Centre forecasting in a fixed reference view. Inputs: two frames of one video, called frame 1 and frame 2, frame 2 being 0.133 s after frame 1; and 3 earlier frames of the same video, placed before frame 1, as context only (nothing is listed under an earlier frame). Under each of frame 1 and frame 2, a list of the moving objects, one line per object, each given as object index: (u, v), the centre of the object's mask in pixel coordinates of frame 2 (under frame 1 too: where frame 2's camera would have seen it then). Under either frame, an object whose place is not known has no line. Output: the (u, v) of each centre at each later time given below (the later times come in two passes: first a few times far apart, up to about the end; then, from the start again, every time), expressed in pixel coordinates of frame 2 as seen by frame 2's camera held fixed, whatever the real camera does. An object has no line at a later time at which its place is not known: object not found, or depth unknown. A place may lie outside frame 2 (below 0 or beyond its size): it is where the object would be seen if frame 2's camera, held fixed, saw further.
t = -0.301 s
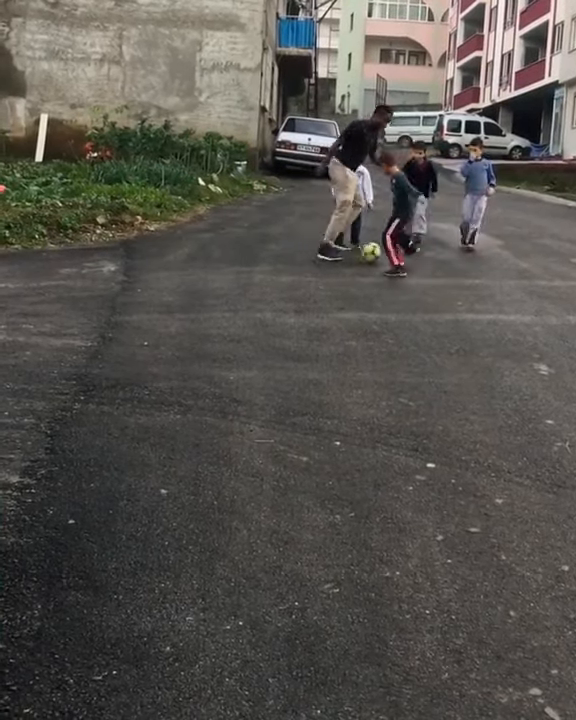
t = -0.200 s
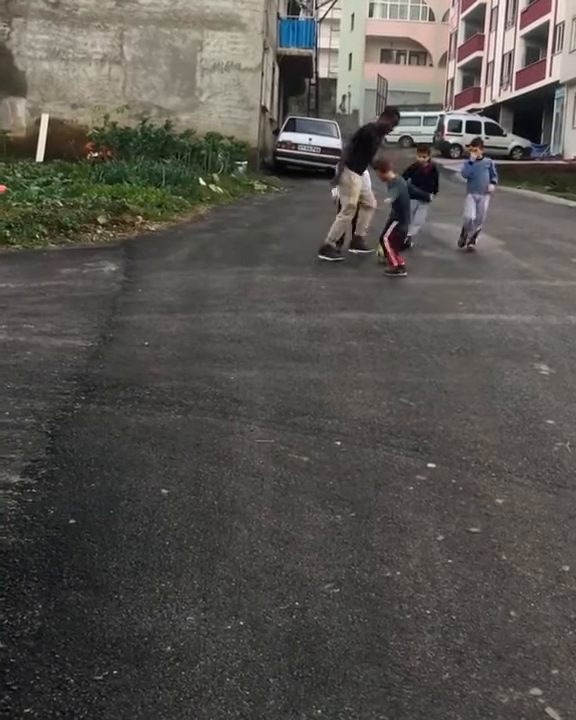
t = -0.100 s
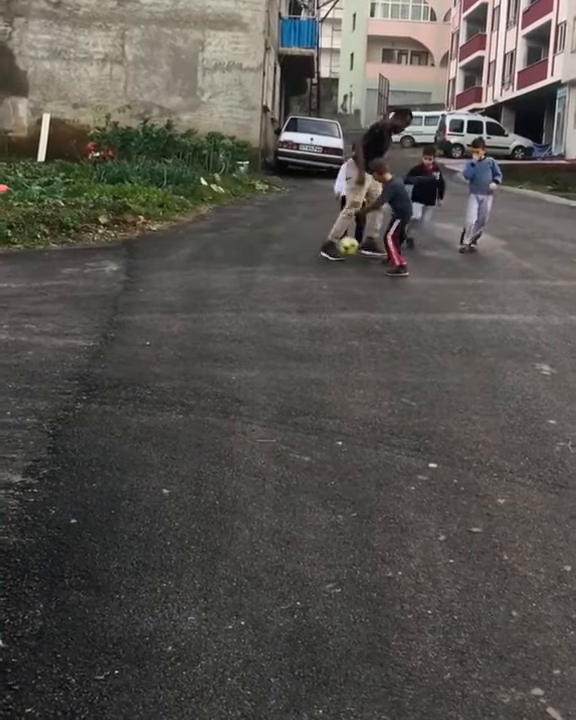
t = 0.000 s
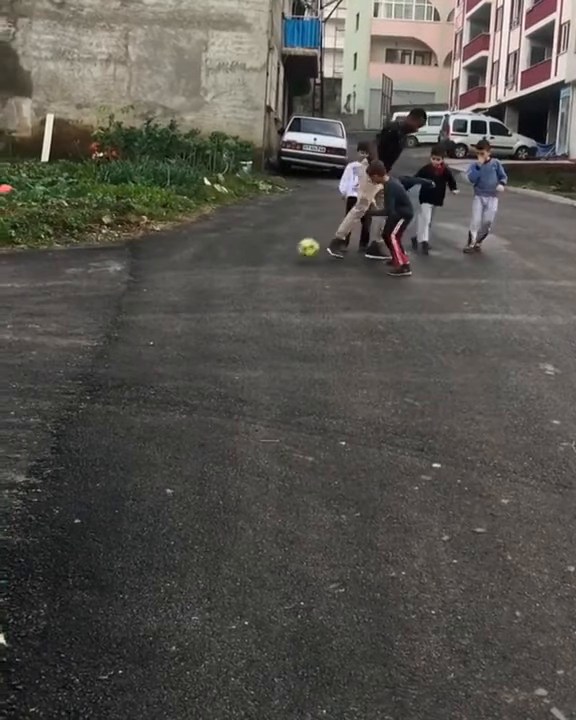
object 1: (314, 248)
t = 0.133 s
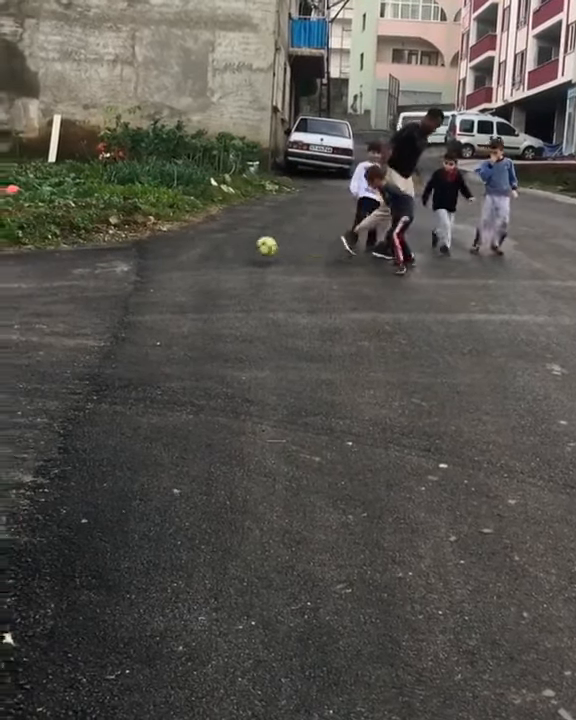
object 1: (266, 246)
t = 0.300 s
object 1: (212, 252)
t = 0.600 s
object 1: (129, 255)
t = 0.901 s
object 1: (39, 260)
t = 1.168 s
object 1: (-42, 261)
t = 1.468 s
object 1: (-138, 267)
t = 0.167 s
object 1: (256, 245)
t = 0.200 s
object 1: (245, 246)
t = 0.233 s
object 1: (234, 246)
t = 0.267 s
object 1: (223, 250)
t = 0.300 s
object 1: (212, 252)
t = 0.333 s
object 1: (202, 250)
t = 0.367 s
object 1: (193, 249)
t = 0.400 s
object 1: (184, 250)
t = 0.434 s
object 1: (176, 251)
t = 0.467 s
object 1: (167, 252)
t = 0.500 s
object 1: (158, 252)
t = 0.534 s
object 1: (148, 253)
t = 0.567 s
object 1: (138, 255)
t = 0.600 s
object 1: (129, 255)
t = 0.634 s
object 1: (120, 255)
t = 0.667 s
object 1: (110, 256)
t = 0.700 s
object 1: (101, 257)
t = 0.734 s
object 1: (90, 257)
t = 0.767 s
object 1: (80, 258)
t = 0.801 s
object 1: (69, 258)
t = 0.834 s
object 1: (60, 259)
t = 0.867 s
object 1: (50, 259)
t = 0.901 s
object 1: (39, 260)
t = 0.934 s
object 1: (29, 260)
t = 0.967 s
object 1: (18, 260)
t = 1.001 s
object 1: (8, 261)
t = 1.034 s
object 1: (-2, 261)
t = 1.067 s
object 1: (-13, 260)
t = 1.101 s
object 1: (-22, 259)
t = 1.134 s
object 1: (-32, 260)
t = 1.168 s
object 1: (-42, 261)
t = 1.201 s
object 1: (-53, 262)
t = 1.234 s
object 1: (-62, 263)
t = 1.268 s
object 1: (-72, 264)
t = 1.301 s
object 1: (-83, 264)
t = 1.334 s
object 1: (-95, 264)
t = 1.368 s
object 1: (-104, 264)
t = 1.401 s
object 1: (-116, 265)
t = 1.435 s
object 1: (-127, 266)
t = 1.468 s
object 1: (-138, 267)
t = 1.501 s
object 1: (-151, 267)
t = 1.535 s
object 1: (-161, 267)
